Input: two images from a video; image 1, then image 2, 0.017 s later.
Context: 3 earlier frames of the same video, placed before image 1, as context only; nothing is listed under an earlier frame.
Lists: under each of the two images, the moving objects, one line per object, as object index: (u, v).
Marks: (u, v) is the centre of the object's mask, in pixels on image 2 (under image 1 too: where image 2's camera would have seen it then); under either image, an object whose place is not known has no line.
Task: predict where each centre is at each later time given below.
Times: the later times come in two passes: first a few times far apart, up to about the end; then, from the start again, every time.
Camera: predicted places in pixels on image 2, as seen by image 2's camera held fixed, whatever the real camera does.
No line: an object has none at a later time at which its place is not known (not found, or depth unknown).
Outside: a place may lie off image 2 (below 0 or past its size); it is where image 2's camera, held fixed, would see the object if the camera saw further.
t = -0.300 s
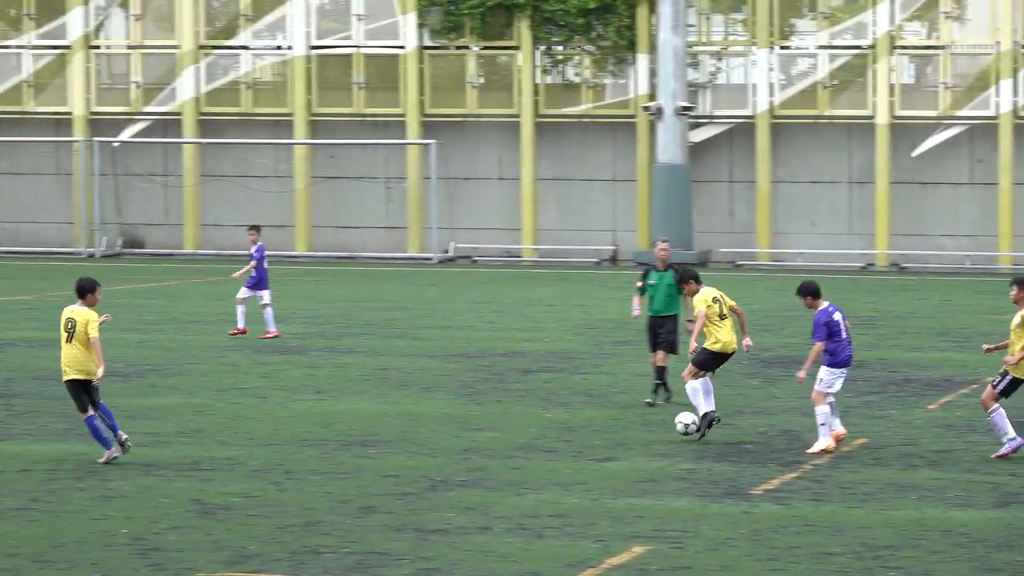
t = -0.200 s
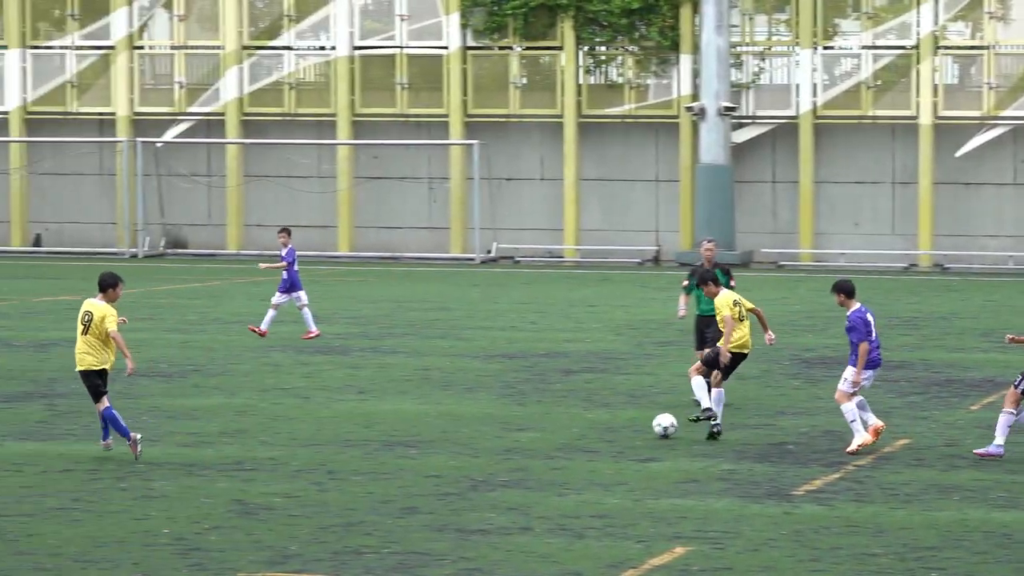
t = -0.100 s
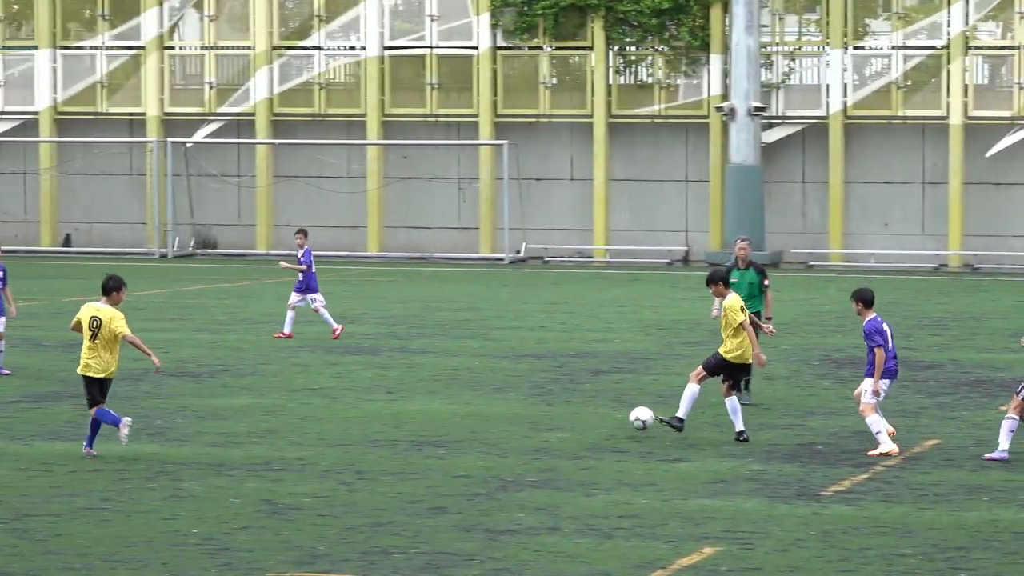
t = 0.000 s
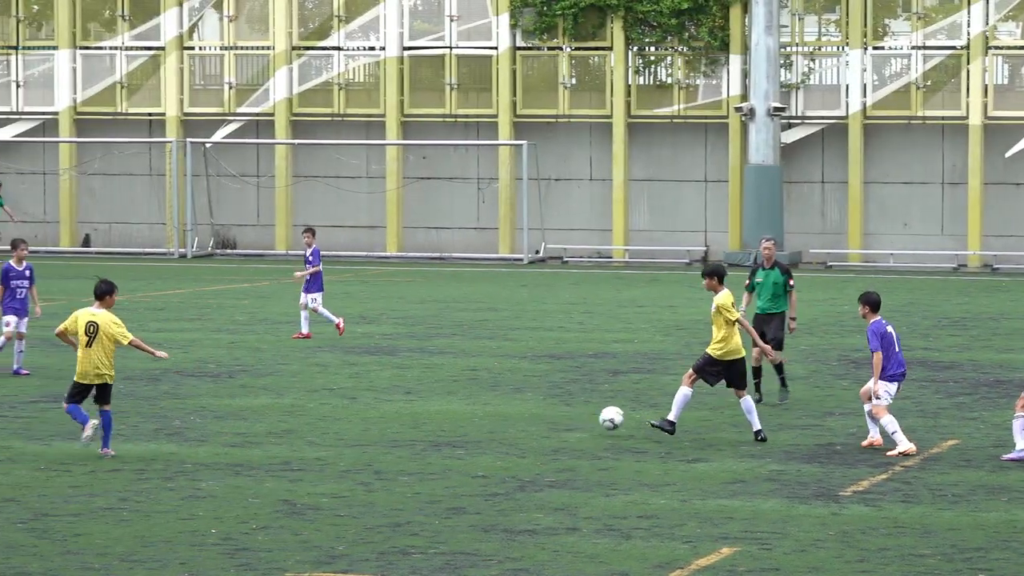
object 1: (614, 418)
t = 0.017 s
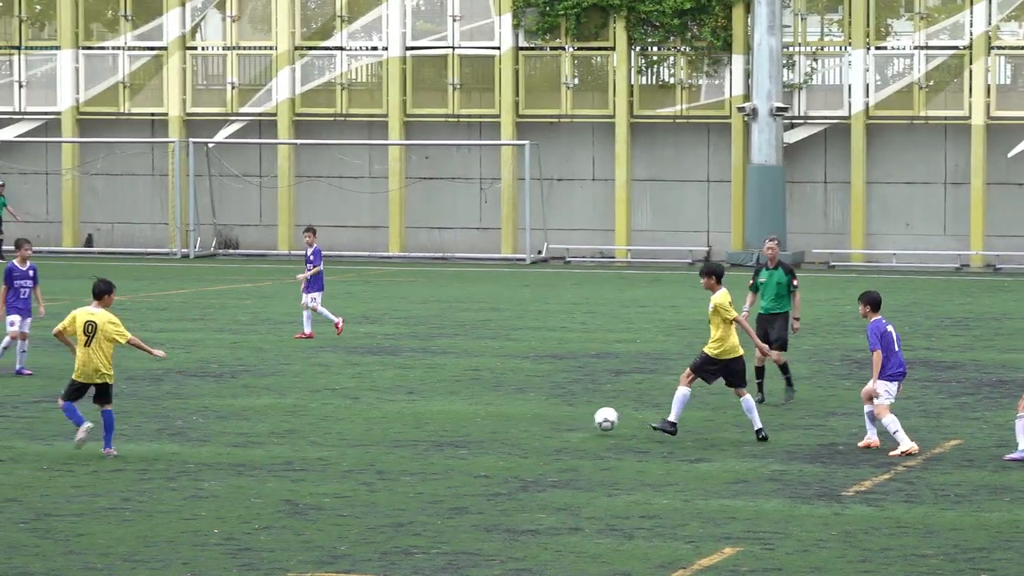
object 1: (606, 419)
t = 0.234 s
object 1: (509, 418)
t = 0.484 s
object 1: (403, 420)
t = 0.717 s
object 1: (307, 417)
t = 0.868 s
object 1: (248, 415)
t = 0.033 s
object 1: (598, 420)
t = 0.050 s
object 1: (590, 421)
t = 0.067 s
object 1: (582, 423)
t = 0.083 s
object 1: (575, 423)
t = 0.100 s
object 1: (567, 421)
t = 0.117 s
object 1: (559, 420)
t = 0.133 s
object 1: (552, 419)
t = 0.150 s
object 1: (545, 418)
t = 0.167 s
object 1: (538, 417)
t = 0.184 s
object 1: (531, 417)
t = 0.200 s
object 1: (524, 417)
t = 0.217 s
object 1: (517, 418)
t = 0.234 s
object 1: (509, 418)
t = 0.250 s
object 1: (502, 419)
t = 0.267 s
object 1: (495, 420)
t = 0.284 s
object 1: (488, 421)
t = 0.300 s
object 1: (480, 420)
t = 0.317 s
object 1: (473, 420)
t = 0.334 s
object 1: (467, 420)
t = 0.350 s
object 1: (459, 420)
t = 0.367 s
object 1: (452, 420)
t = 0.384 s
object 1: (445, 420)
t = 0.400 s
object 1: (438, 420)
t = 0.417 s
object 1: (430, 420)
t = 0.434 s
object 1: (424, 420)
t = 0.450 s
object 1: (417, 419)
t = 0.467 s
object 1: (410, 420)
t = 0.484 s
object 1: (403, 420)
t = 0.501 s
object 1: (396, 420)
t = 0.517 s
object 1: (389, 419)
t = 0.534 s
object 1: (382, 419)
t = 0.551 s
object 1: (375, 419)
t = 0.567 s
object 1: (368, 419)
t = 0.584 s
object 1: (361, 418)
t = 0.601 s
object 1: (354, 419)
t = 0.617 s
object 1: (347, 419)
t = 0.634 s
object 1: (340, 418)
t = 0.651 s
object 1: (334, 418)
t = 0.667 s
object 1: (327, 418)
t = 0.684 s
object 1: (320, 417)
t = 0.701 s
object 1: (314, 417)
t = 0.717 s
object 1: (307, 417)
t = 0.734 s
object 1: (301, 418)
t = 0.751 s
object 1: (294, 417)
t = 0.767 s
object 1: (287, 417)
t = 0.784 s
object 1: (280, 416)
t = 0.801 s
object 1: (274, 417)
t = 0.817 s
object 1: (267, 417)
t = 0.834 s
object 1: (261, 416)
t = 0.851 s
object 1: (254, 415)
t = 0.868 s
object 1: (248, 415)
